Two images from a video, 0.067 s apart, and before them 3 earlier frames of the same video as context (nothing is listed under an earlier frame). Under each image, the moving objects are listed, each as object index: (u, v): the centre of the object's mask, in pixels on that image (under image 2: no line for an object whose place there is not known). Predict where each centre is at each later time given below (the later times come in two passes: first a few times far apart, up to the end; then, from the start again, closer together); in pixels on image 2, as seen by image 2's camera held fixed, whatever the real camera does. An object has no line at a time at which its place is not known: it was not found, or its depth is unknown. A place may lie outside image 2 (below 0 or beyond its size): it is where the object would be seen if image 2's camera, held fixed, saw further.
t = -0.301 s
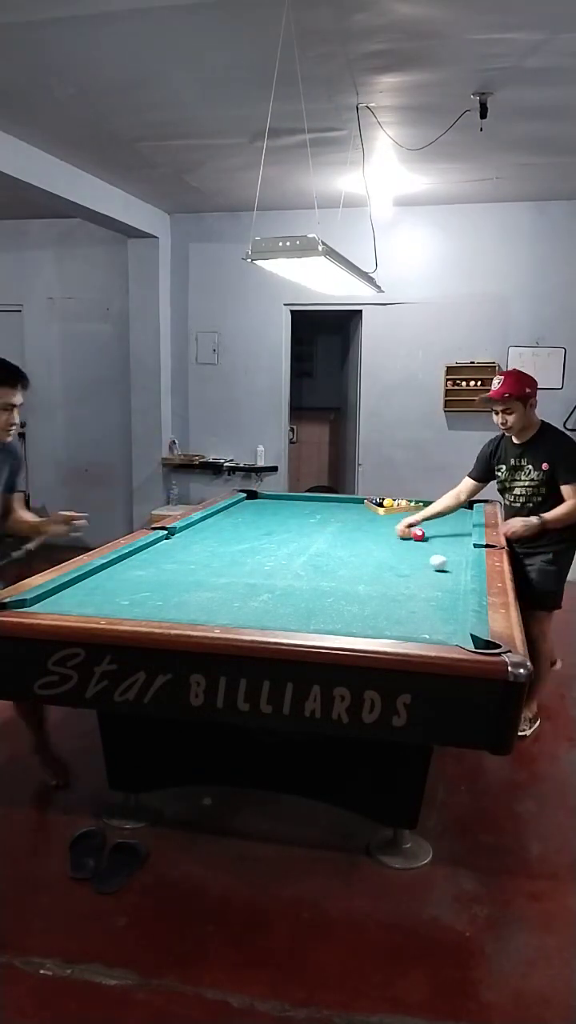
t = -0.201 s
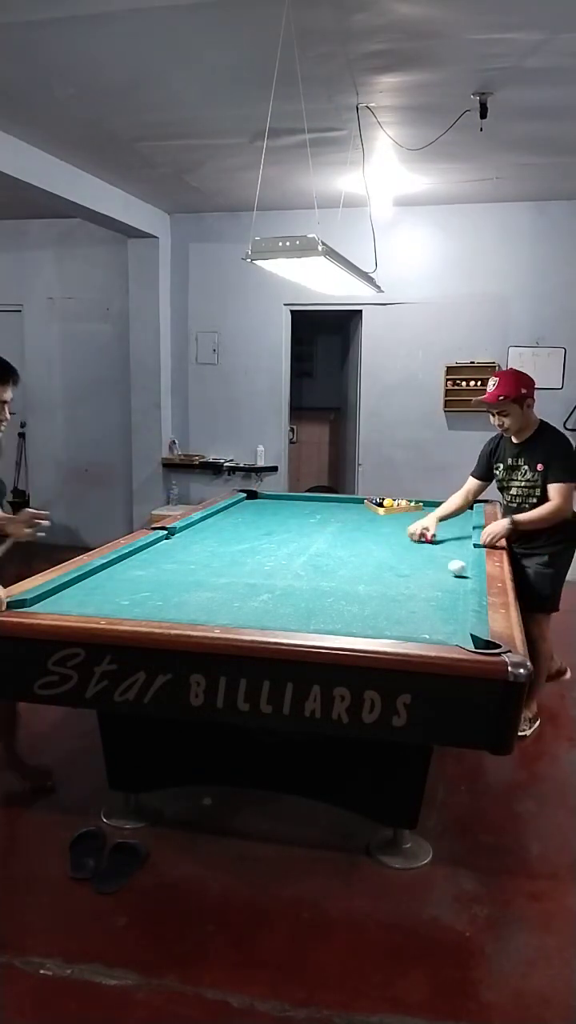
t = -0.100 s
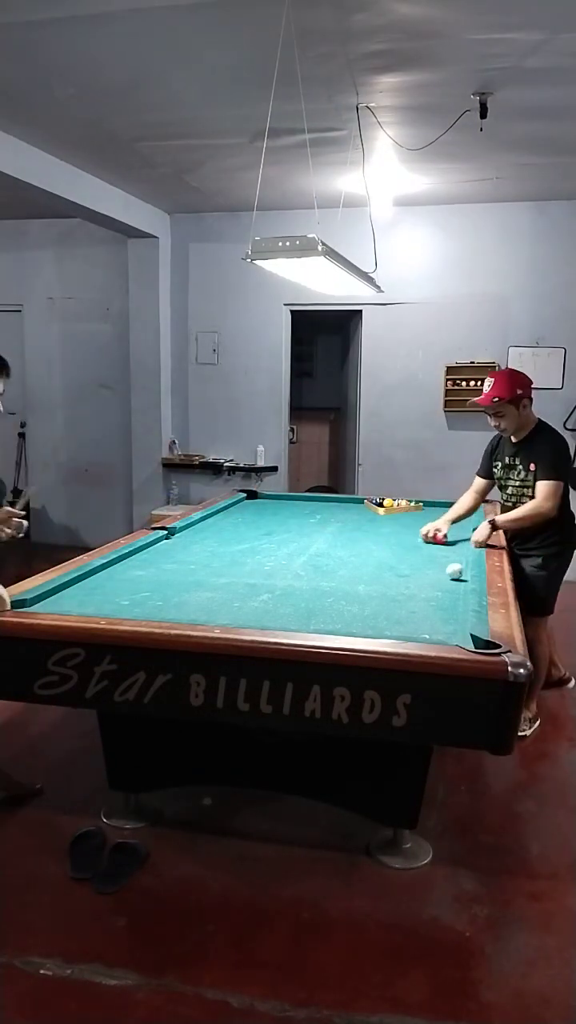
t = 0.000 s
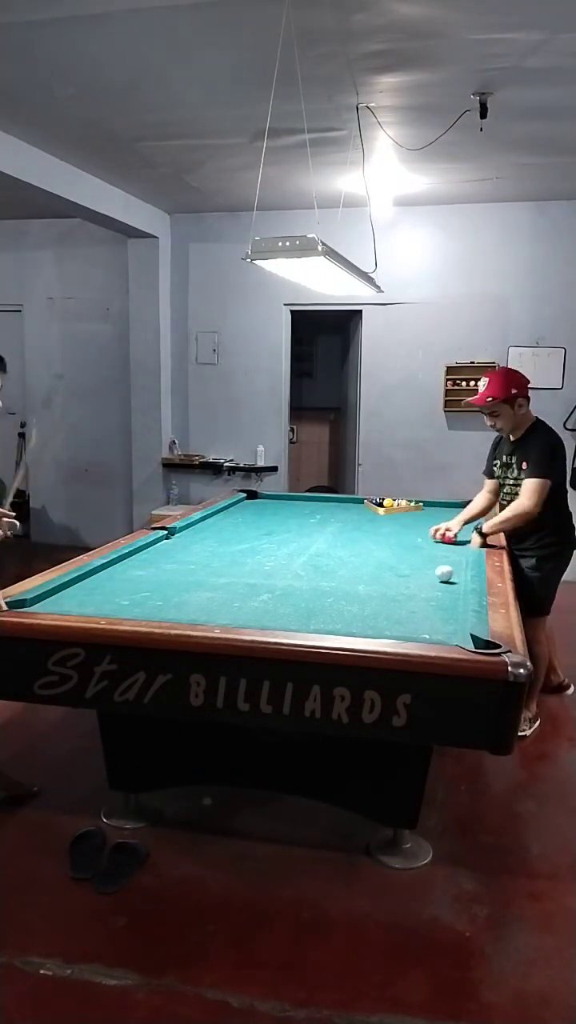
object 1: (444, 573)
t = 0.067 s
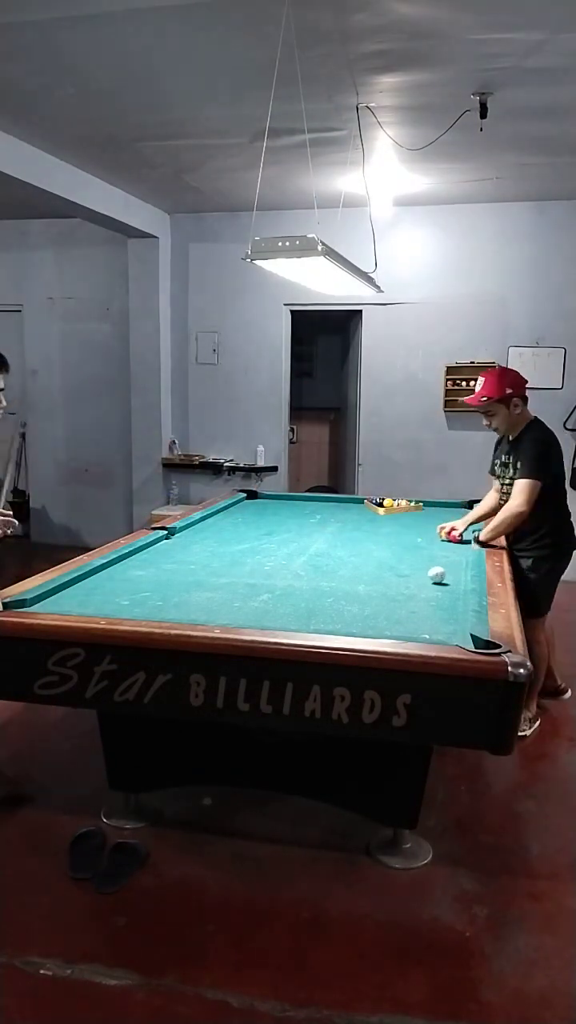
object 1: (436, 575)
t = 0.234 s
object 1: (419, 578)
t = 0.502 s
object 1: (390, 584)
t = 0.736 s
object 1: (363, 589)
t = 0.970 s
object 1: (337, 595)
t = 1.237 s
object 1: (307, 601)
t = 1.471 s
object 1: (281, 607)
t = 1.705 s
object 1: (254, 613)
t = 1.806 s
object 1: (242, 614)
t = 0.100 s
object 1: (433, 575)
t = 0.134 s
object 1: (430, 576)
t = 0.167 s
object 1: (426, 577)
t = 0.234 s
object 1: (419, 578)
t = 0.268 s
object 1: (415, 579)
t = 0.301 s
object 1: (411, 580)
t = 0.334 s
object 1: (408, 580)
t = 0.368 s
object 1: (404, 581)
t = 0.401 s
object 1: (401, 582)
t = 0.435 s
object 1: (397, 582)
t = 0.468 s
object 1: (393, 583)
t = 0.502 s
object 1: (390, 584)
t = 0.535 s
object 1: (386, 585)
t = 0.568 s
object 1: (382, 585)
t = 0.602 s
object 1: (378, 586)
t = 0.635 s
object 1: (375, 587)
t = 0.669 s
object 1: (371, 588)
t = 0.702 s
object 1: (367, 588)
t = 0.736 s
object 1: (363, 589)
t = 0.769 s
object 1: (360, 590)
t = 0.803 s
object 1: (356, 591)
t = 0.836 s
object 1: (352, 592)
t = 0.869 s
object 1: (348, 592)
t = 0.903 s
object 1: (345, 593)
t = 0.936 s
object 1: (341, 594)
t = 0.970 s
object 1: (337, 595)
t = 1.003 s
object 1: (334, 596)
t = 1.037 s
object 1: (330, 596)
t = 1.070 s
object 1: (326, 597)
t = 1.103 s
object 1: (322, 598)
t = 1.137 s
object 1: (318, 599)
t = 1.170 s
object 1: (315, 600)
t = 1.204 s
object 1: (311, 601)
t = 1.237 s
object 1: (307, 601)
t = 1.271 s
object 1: (304, 602)
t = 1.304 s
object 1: (300, 603)
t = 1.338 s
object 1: (296, 604)
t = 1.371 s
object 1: (292, 605)
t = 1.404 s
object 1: (288, 605)
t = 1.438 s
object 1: (284, 606)
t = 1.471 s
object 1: (281, 607)
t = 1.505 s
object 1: (277, 608)
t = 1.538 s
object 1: (273, 609)
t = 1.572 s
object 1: (269, 610)
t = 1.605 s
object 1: (266, 610)
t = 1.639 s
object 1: (262, 611)
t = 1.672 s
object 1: (258, 612)
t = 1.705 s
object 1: (254, 613)
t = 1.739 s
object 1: (250, 613)
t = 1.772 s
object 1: (246, 614)
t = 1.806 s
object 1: (242, 614)
